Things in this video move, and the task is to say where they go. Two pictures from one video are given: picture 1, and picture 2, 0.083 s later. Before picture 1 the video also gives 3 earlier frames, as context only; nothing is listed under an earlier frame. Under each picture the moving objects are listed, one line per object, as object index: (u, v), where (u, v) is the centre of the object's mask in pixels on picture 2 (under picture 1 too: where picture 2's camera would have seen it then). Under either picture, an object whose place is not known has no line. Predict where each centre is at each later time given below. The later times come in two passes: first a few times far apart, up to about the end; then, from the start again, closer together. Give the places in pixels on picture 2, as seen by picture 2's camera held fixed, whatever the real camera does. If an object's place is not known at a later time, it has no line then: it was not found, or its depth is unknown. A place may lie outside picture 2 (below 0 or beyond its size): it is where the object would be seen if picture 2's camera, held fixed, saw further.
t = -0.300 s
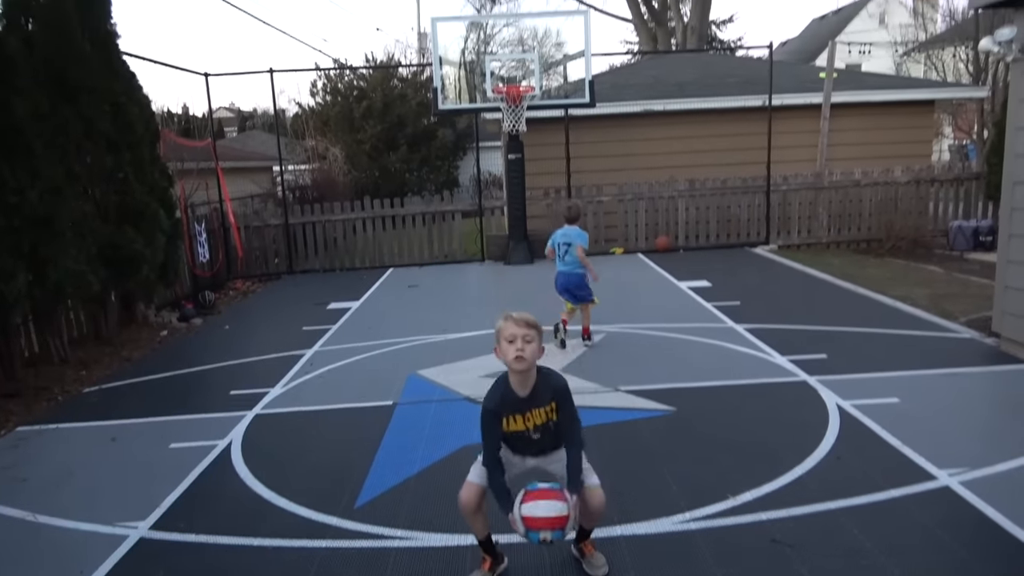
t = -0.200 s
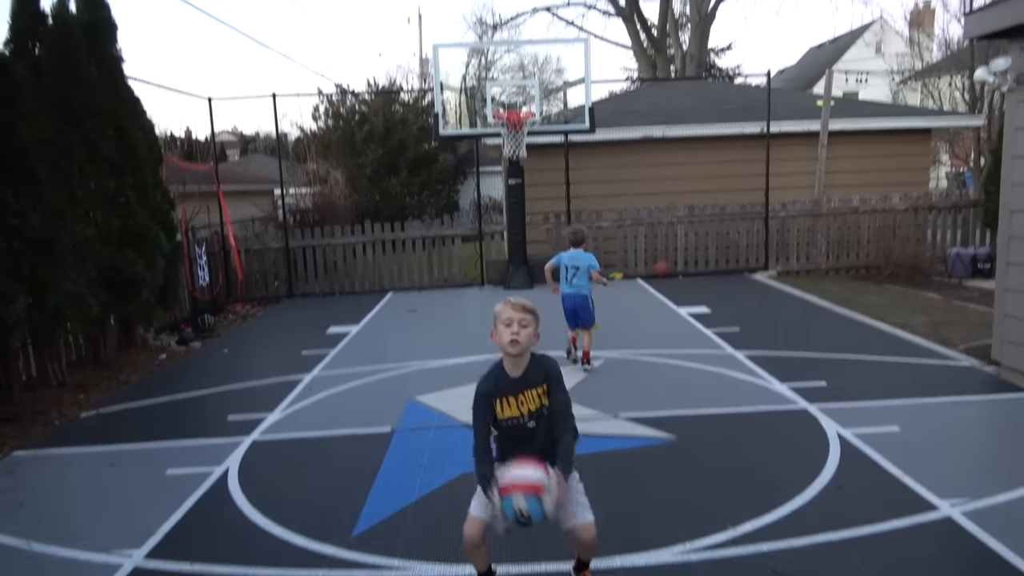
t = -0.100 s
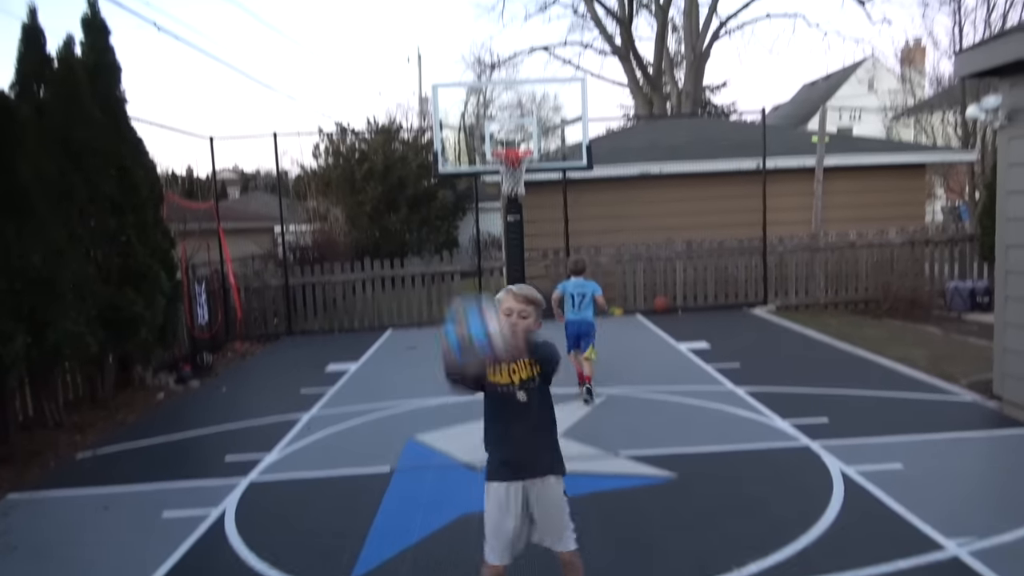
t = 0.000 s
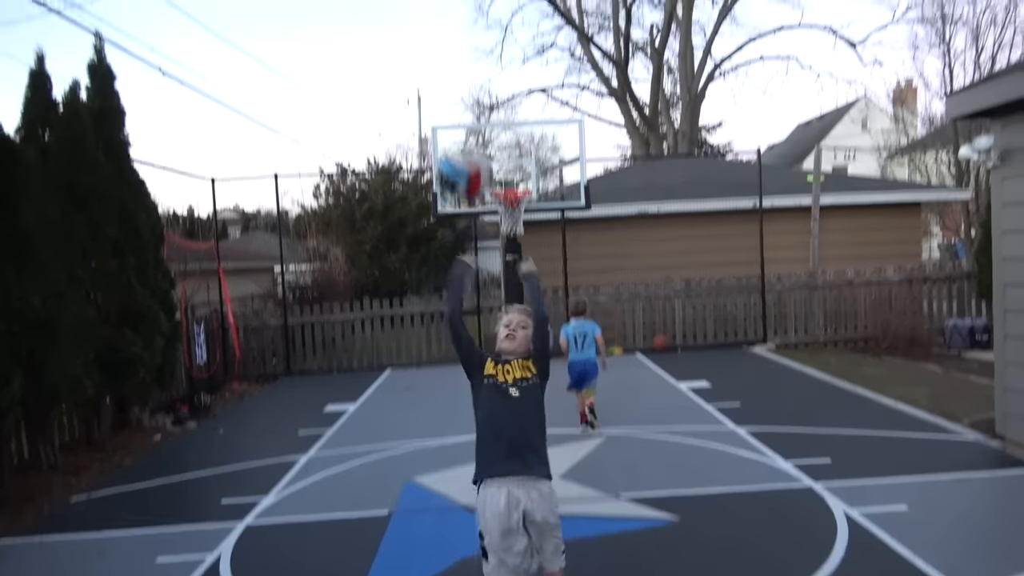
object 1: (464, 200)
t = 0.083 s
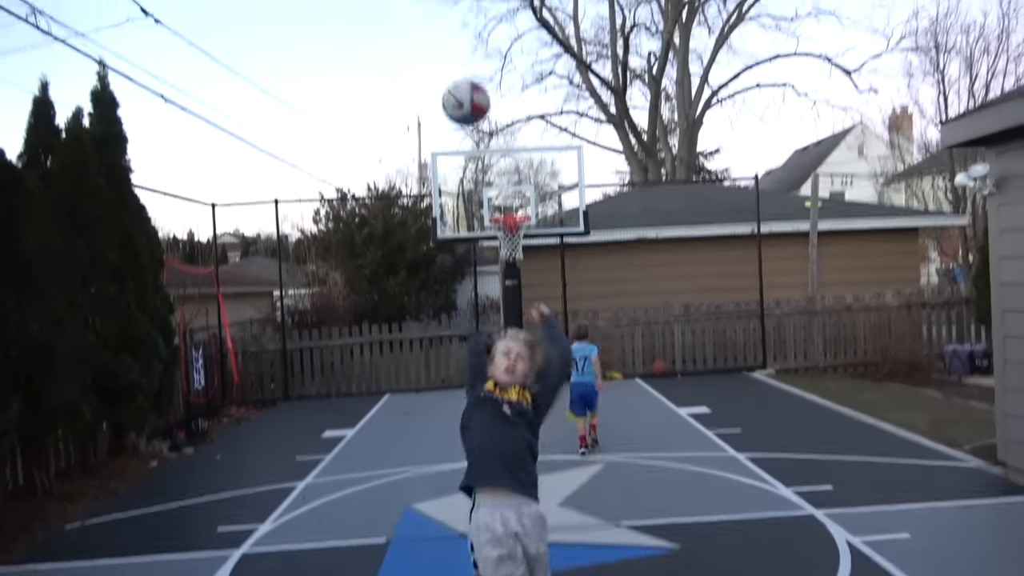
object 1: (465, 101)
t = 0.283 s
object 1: (473, 9)
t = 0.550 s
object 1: (481, 11)
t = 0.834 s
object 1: (489, 87)
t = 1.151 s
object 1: (498, 197)
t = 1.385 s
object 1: (536, 204)
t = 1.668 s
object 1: (595, 230)
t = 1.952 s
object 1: (654, 319)
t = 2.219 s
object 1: (693, 359)
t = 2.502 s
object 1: (717, 333)
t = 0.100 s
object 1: (466, 88)
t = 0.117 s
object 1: (467, 76)
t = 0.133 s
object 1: (468, 65)
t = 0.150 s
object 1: (468, 55)
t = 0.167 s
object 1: (469, 46)
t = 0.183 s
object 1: (469, 39)
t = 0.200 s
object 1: (470, 32)
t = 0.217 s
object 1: (470, 25)
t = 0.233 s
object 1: (471, 20)
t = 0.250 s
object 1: (472, 16)
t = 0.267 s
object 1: (472, 12)
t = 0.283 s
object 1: (473, 9)
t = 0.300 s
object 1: (474, 6)
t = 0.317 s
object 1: (474, 3)
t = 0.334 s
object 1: (475, 1)
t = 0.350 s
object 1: (475, -1)
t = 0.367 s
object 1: (475, -2)
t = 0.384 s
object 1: (476, -2)
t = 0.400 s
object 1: (476, -2)
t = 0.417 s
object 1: (477, -3)
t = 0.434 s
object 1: (477, -2)
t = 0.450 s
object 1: (478, -2)
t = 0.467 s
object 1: (478, -1)
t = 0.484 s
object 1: (479, 2)
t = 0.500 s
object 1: (479, 3)
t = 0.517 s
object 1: (480, 6)
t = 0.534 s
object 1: (480, 8)
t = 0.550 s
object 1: (481, 11)
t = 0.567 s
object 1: (481, 15)
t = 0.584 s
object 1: (481, 17)
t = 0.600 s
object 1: (481, 20)
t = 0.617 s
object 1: (482, 24)
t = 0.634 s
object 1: (483, 28)
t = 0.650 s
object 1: (484, 33)
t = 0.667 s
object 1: (484, 37)
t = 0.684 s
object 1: (485, 41)
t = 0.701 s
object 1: (486, 45)
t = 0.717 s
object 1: (487, 50)
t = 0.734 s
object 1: (487, 55)
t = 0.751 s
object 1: (487, 60)
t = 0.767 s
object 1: (487, 65)
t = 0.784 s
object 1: (487, 70)
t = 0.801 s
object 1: (488, 76)
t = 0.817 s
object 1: (488, 82)
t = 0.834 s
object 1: (489, 87)
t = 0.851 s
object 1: (489, 92)
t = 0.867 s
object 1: (490, 98)
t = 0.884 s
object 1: (490, 105)
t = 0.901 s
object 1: (490, 111)
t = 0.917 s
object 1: (491, 117)
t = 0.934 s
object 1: (492, 123)
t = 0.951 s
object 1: (491, 129)
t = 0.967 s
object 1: (493, 136)
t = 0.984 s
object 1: (493, 142)
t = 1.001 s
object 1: (493, 148)
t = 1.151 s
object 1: (498, 197)
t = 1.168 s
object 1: (498, 201)
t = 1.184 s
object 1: (498, 203)
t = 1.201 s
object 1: (500, 207)
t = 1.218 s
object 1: (501, 211)
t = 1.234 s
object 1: (503, 211)
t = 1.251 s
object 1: (505, 210)
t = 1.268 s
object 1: (509, 210)
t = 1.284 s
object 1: (512, 209)
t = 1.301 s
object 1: (516, 208)
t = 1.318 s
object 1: (519, 206)
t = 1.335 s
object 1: (521, 205)
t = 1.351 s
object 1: (528, 204)
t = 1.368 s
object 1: (530, 203)
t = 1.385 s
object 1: (536, 204)
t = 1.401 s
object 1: (540, 203)
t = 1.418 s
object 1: (542, 202)
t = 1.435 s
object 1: (544, 203)
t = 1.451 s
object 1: (550, 203)
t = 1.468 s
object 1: (553, 205)
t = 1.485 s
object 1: (557, 204)
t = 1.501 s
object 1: (560, 205)
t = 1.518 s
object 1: (564, 206)
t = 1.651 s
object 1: (592, 226)
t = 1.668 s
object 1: (595, 230)
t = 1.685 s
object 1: (598, 233)
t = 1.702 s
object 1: (602, 237)
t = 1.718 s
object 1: (606, 241)
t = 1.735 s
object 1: (609, 246)
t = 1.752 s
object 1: (613, 249)
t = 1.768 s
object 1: (617, 255)
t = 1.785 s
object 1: (621, 259)
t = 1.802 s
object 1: (625, 264)
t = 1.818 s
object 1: (628, 269)
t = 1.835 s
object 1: (631, 274)
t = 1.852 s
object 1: (635, 280)
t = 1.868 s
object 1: (637, 286)
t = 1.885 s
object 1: (641, 292)
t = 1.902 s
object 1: (645, 298)
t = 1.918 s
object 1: (648, 304)
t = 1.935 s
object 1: (651, 312)
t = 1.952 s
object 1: (654, 319)
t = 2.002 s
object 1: (664, 341)
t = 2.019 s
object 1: (668, 349)
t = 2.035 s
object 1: (670, 357)
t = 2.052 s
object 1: (674, 364)
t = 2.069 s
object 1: (677, 373)
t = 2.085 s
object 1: (681, 382)
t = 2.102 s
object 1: (684, 388)
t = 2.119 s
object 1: (686, 384)
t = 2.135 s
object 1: (687, 379)
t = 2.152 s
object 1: (688, 375)
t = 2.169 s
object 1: (690, 370)
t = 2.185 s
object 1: (691, 366)
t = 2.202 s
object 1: (692, 362)
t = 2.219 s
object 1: (693, 359)
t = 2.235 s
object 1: (694, 356)
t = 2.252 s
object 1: (695, 353)
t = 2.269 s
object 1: (697, 350)
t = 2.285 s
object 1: (698, 347)
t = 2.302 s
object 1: (700, 344)
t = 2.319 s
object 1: (701, 342)
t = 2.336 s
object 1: (702, 340)
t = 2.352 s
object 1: (704, 338)
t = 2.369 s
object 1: (705, 337)
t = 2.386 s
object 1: (706, 336)
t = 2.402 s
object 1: (708, 334)
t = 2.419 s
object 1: (709, 334)
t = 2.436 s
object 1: (711, 333)
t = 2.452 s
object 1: (713, 333)
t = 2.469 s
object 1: (714, 332)
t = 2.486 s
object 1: (715, 333)
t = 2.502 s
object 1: (717, 333)
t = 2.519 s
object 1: (719, 334)
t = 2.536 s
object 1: (721, 334)
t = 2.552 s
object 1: (723, 336)
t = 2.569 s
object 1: (724, 338)
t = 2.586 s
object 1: (725, 339)
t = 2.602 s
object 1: (727, 341)
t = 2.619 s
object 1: (728, 343)
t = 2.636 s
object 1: (729, 345)
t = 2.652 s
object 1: (731, 347)
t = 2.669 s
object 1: (732, 349)
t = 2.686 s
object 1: (734, 352)
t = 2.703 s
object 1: (735, 355)
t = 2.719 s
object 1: (737, 359)
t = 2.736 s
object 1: (738, 362)
